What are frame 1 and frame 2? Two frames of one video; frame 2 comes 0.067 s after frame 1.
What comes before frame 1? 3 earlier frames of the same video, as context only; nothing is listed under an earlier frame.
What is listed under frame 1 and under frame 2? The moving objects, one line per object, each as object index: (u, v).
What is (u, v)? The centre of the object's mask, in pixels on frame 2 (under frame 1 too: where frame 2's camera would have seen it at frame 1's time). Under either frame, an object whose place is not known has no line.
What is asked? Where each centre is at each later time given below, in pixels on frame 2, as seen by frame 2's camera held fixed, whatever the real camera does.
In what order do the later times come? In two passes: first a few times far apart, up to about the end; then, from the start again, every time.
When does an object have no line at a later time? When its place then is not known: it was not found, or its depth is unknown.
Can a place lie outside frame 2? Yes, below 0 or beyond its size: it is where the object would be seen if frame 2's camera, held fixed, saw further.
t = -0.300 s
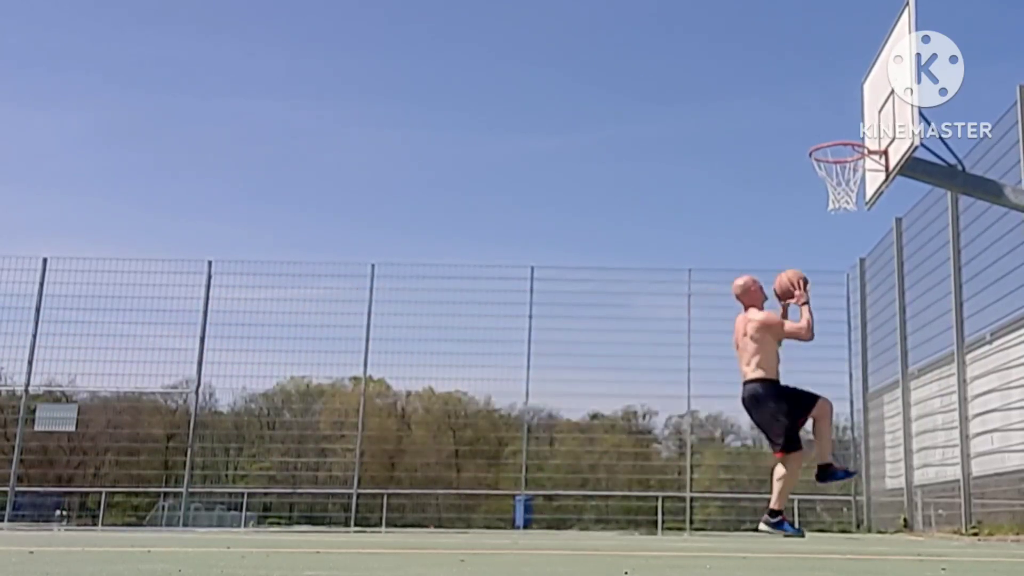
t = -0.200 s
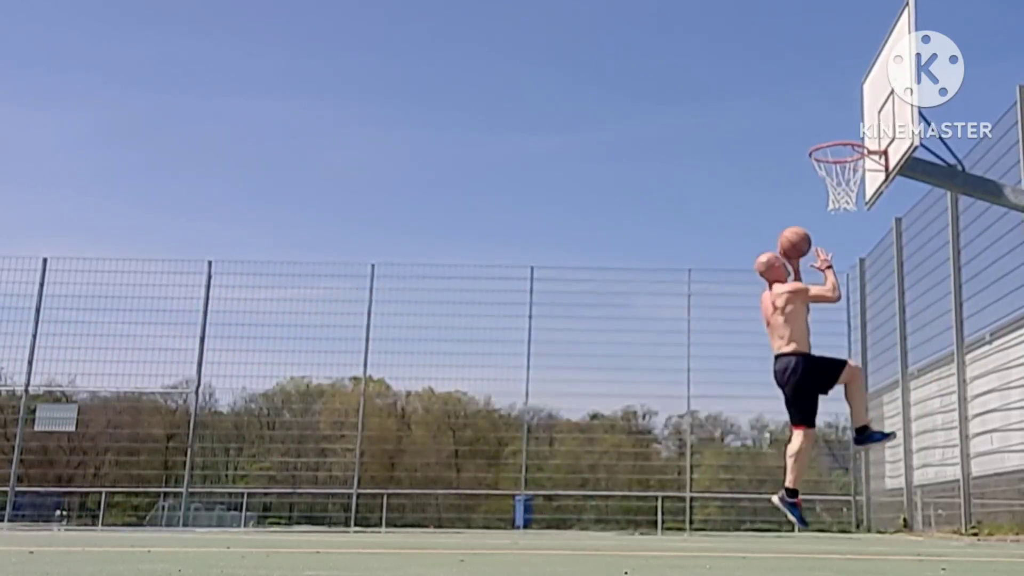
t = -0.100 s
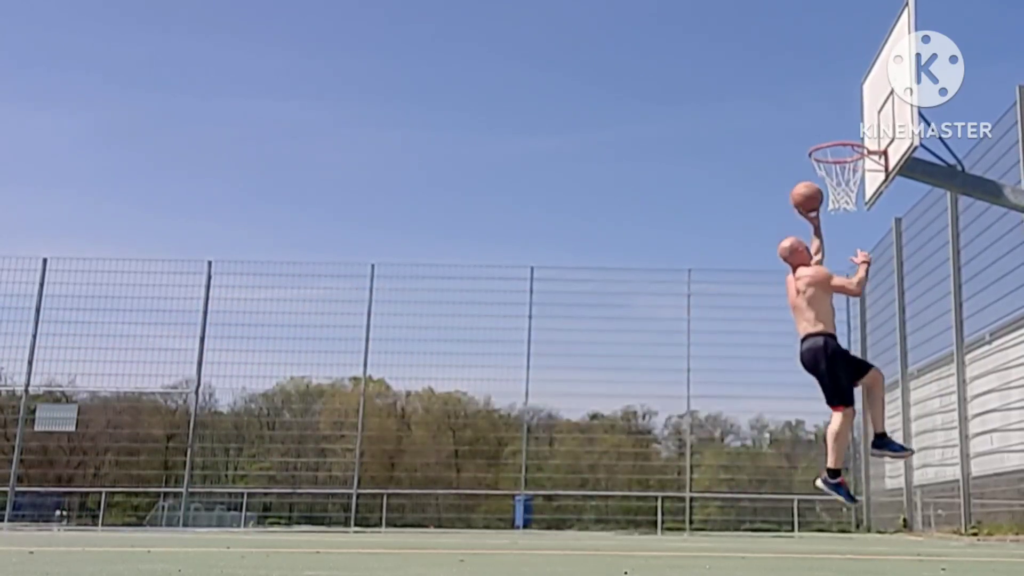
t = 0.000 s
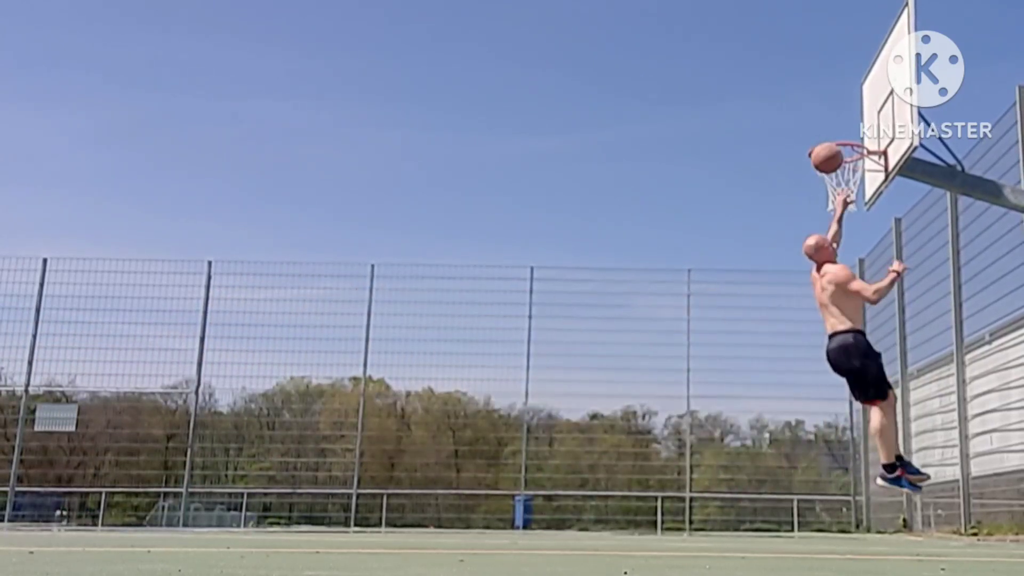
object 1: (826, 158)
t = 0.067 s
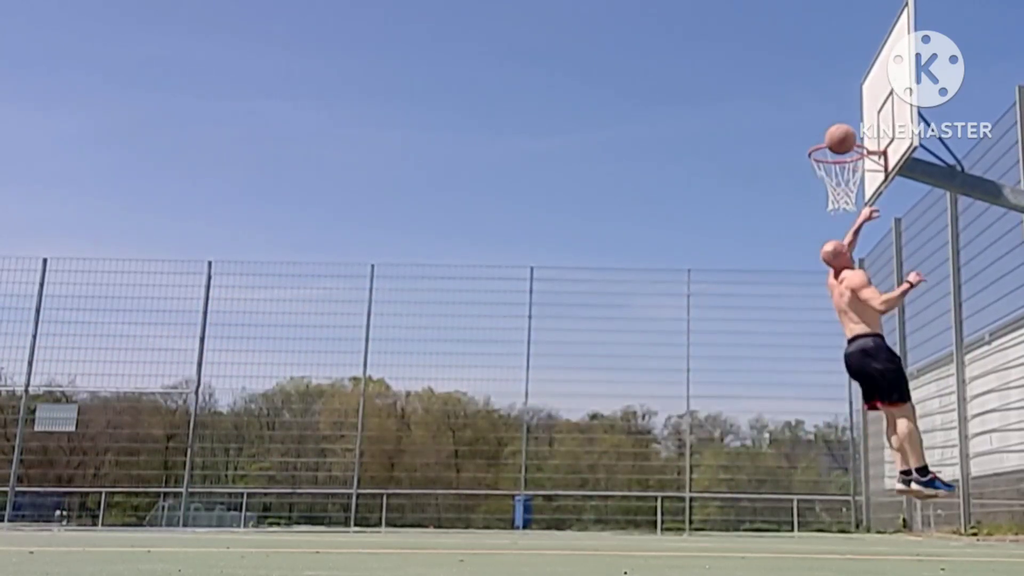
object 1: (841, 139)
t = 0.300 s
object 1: (869, 119)
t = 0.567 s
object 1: (825, 166)
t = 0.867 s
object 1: (839, 241)
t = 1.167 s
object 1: (858, 407)
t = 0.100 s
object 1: (847, 132)
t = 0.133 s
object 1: (853, 126)
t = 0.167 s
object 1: (860, 122)
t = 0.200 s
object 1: (867, 119)
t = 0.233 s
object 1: (874, 116)
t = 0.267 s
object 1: (878, 116)
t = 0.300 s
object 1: (869, 119)
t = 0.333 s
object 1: (862, 122)
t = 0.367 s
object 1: (854, 127)
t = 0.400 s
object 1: (847, 132)
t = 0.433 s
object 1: (841, 138)
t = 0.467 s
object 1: (834, 143)
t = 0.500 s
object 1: (827, 151)
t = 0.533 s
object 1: (825, 160)
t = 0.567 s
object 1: (825, 166)
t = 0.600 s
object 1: (825, 175)
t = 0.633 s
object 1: (825, 183)
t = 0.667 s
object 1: (827, 191)
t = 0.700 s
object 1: (828, 196)
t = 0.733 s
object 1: (830, 203)
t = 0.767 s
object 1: (833, 211)
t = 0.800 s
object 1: (835, 219)
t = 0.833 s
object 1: (837, 229)
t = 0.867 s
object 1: (839, 241)
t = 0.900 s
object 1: (841, 254)
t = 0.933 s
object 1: (843, 268)
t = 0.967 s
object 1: (845, 283)
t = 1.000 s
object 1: (847, 300)
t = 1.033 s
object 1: (848, 319)
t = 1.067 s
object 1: (850, 338)
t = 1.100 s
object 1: (853, 360)
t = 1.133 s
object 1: (855, 383)
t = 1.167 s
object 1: (858, 407)
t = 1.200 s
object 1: (860, 433)
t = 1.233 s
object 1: (863, 460)
